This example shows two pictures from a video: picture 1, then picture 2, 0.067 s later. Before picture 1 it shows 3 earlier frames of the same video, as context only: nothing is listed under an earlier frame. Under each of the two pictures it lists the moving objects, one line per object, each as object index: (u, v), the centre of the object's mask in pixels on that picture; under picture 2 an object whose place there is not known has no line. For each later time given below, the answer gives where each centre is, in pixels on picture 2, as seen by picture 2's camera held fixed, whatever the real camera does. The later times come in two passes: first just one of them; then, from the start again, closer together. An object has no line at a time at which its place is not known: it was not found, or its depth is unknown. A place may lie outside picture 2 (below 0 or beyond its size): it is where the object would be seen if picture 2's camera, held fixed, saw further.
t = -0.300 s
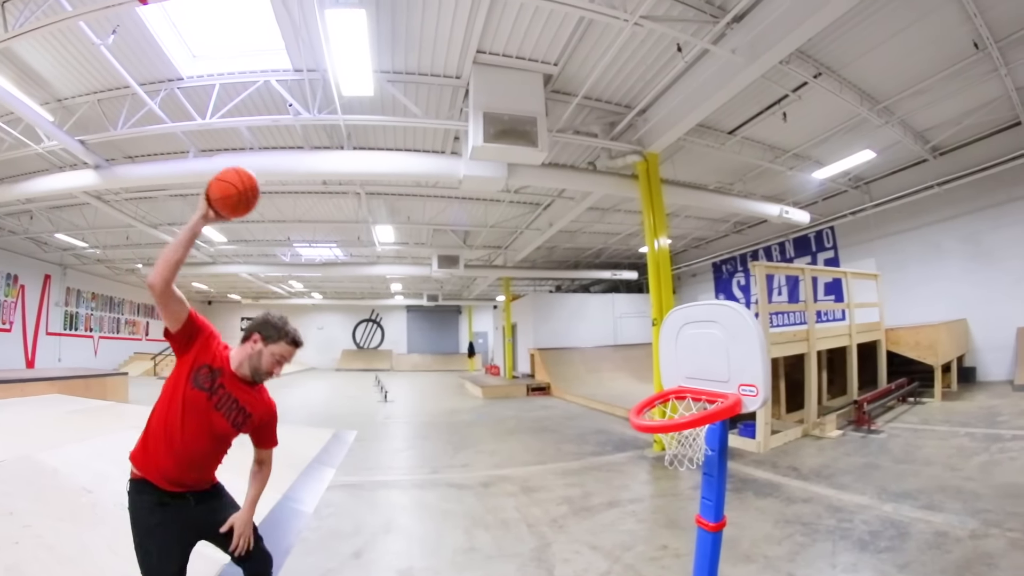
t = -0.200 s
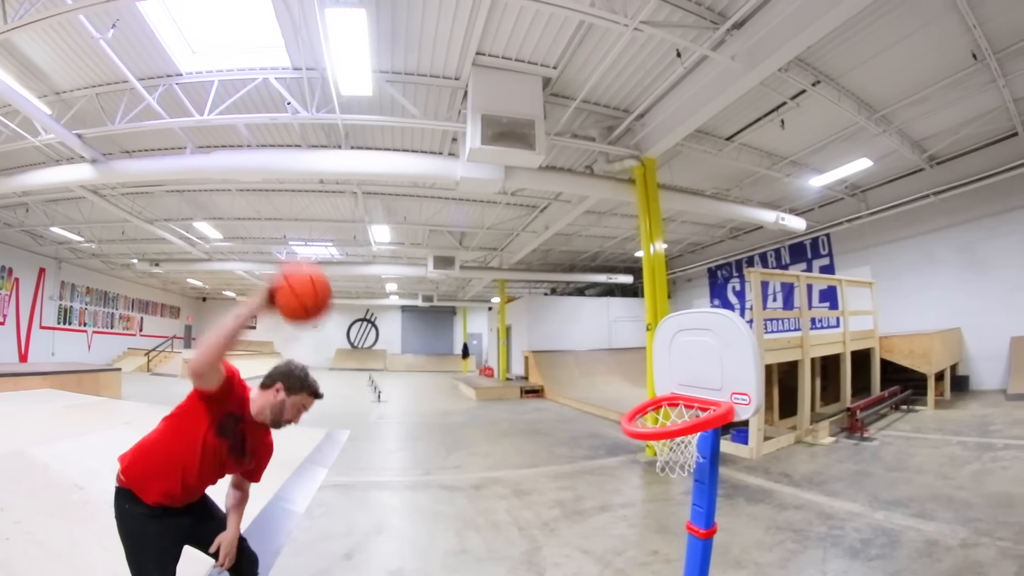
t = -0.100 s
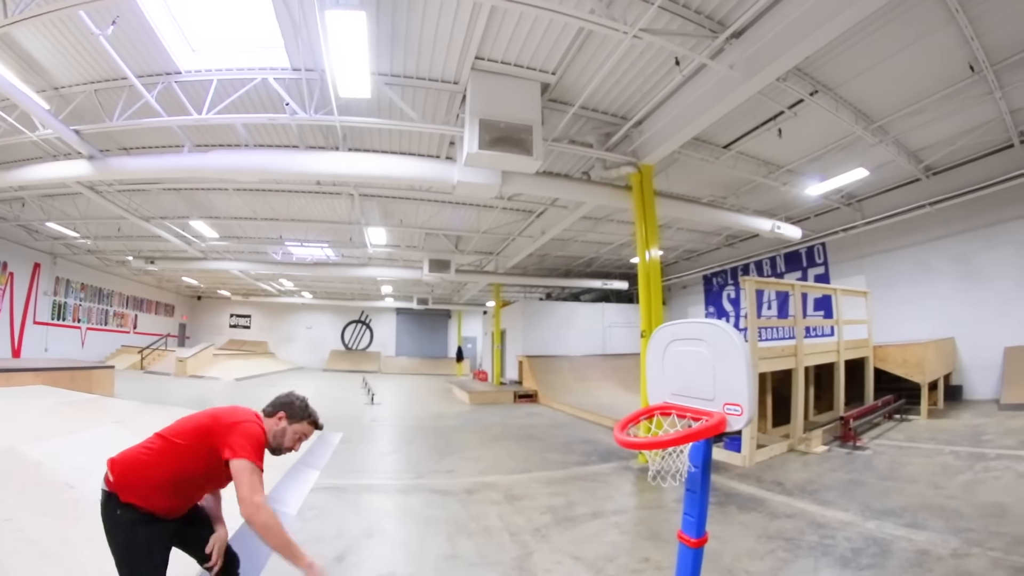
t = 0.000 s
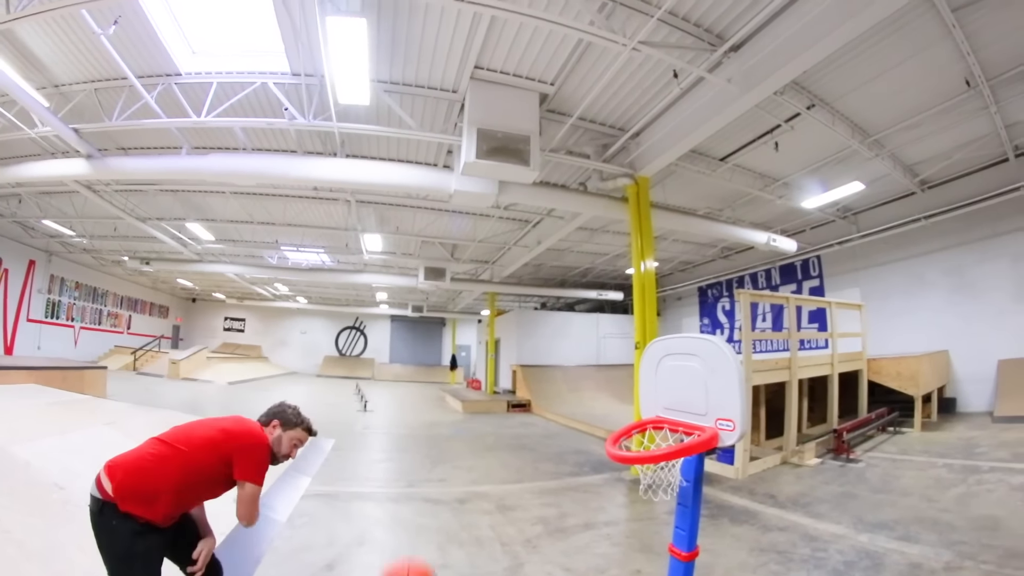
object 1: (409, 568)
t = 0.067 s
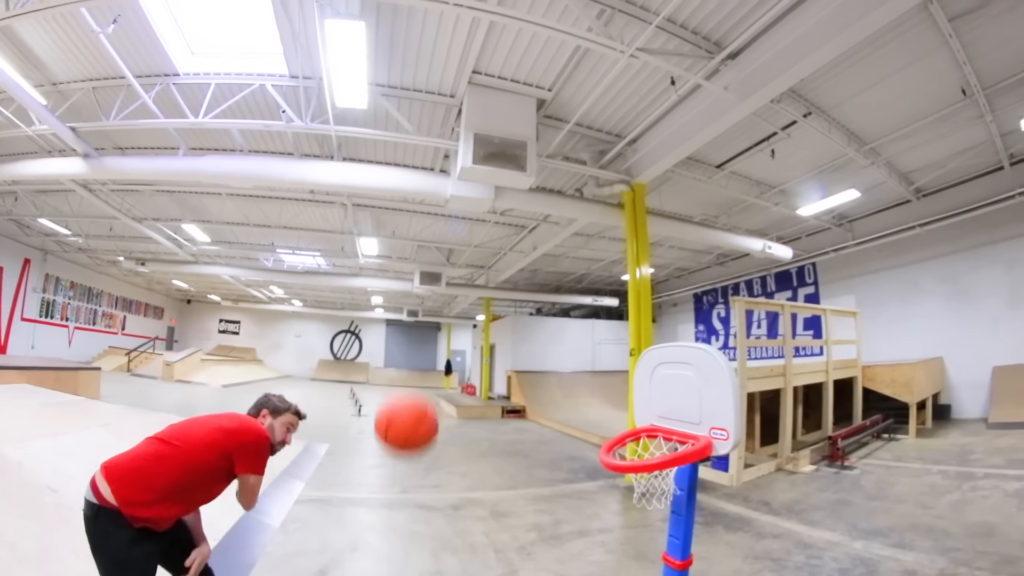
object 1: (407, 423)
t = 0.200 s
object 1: (436, 126)
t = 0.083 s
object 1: (409, 377)
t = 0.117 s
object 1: (415, 293)
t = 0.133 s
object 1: (418, 255)
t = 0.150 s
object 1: (423, 219)
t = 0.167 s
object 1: (427, 183)
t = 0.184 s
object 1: (432, 153)
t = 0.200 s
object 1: (436, 126)
